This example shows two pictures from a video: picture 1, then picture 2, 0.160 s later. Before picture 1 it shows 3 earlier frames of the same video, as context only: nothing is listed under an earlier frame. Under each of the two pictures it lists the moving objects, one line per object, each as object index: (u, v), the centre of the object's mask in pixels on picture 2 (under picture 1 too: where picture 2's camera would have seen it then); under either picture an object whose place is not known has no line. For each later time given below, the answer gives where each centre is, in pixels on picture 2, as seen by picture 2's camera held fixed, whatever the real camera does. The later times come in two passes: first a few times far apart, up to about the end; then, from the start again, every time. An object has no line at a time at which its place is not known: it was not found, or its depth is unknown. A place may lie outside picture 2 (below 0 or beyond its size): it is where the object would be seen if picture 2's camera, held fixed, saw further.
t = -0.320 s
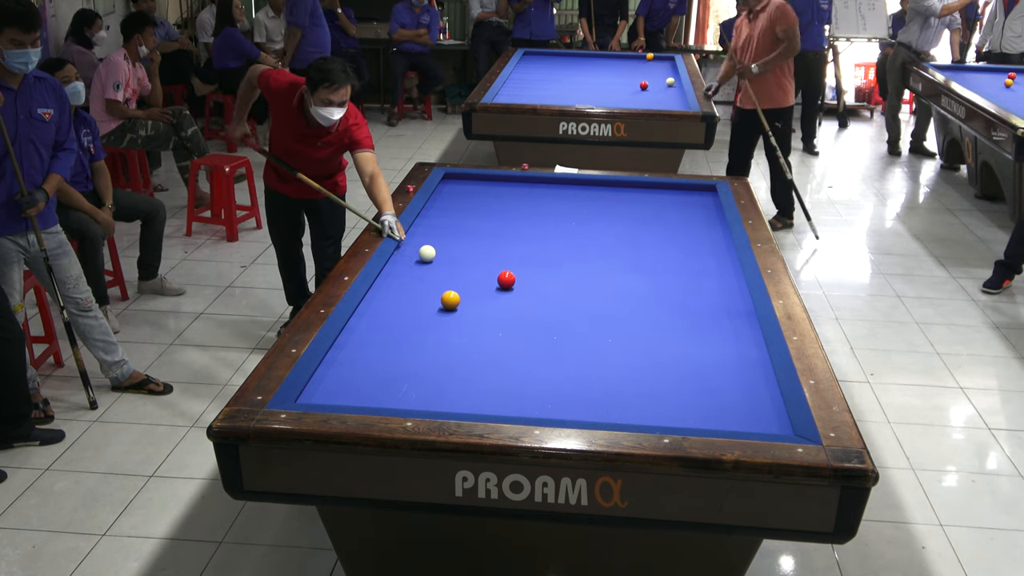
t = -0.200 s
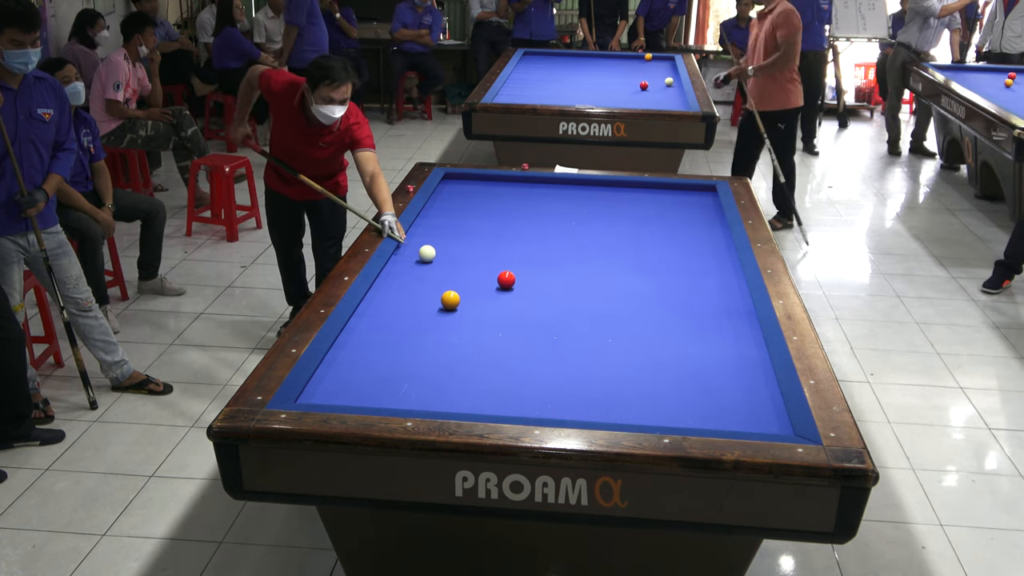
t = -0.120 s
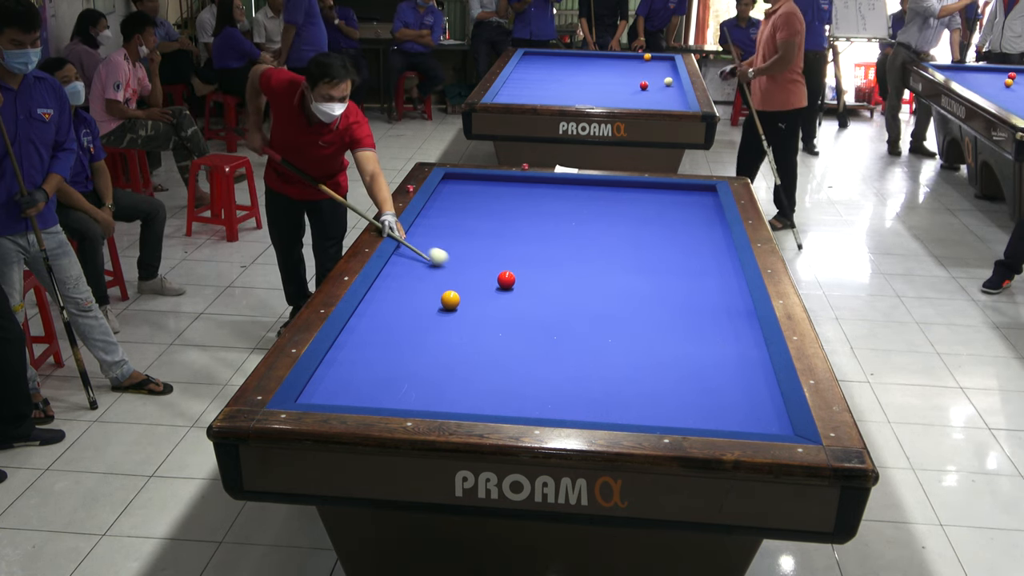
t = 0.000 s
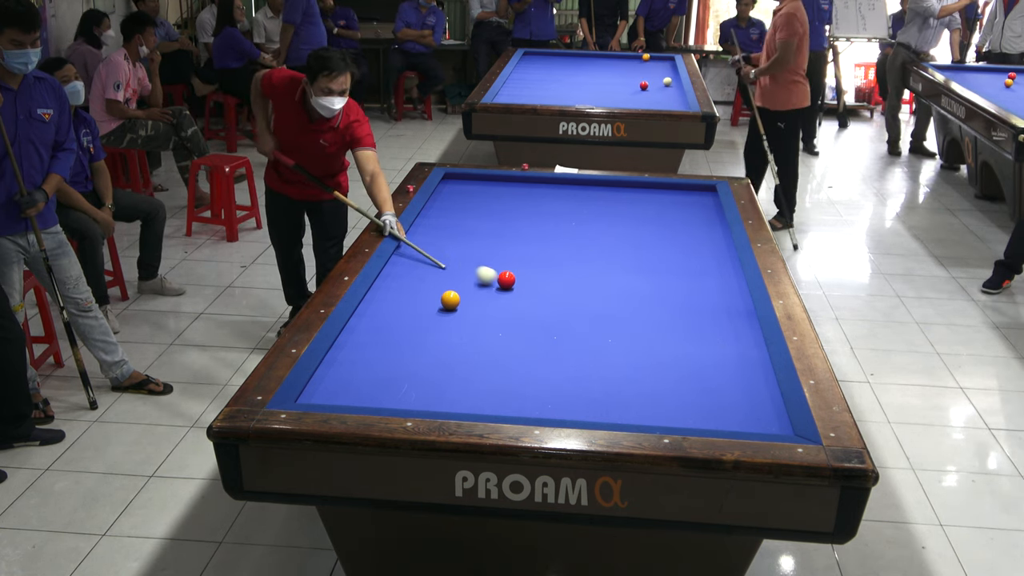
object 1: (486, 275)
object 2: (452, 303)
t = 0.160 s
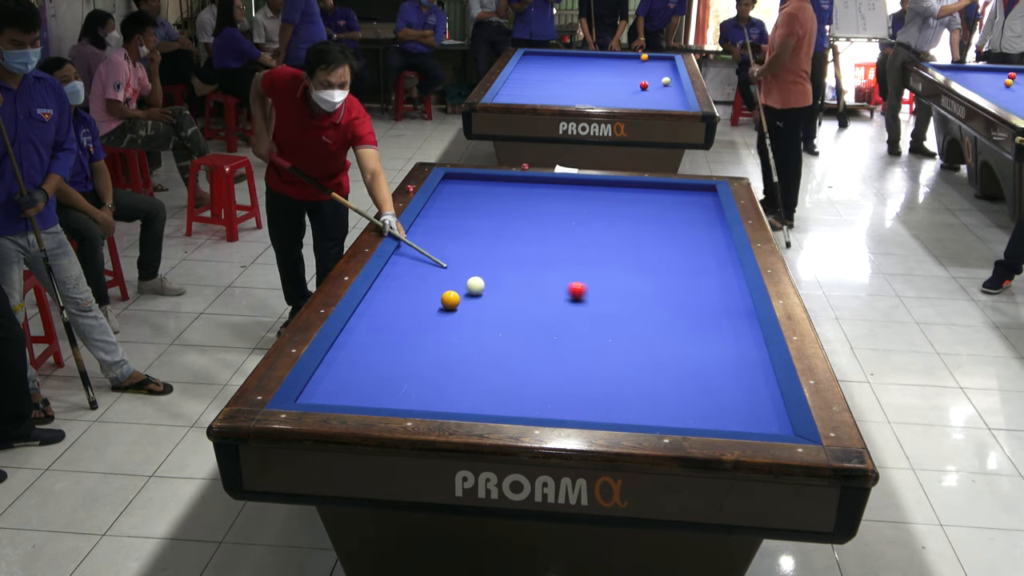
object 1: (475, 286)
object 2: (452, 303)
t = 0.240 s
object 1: (467, 289)
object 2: (452, 303)
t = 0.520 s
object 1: (445, 292)
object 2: (446, 307)
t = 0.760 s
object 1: (429, 296)
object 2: (440, 315)
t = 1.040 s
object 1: (411, 297)
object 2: (434, 324)
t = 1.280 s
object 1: (397, 298)
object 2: (428, 332)
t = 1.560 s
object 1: (381, 299)
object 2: (421, 341)
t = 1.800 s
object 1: (372, 299)
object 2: (416, 349)
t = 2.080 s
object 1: (379, 299)
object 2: (409, 357)
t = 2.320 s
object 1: (384, 299)
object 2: (404, 364)
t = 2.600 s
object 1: (389, 299)
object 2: (398, 372)
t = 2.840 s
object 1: (391, 299)
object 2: (393, 379)
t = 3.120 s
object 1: (394, 299)
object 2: (387, 386)
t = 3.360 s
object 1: (395, 298)
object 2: (382, 392)
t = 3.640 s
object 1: (395, 299)
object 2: (376, 397)
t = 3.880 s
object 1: (395, 298)
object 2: (372, 400)
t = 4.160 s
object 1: (395, 298)
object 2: (371, 399)
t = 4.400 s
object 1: (395, 298)
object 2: (371, 397)
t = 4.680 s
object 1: (395, 298)
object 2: (371, 396)
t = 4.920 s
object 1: (395, 298)
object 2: (370, 395)
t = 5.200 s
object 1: (395, 298)
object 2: (371, 394)
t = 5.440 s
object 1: (395, 298)
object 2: (371, 394)
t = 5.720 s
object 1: (395, 298)
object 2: (371, 394)
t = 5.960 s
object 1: (395, 299)
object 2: (371, 394)
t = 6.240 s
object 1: (395, 298)
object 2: (371, 394)
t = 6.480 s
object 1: (395, 298)
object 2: (371, 394)
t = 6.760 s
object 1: (395, 298)
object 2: (371, 394)
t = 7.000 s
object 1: (395, 298)
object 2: (371, 394)
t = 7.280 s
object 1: (395, 298)
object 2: (371, 394)
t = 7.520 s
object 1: (395, 298)
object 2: (371, 394)
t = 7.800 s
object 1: (395, 298)
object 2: (371, 394)
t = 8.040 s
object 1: (395, 298)
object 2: (371, 394)
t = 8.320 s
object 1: (395, 298)
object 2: (371, 394)
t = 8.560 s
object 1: (395, 298)
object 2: (371, 394)
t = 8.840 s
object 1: (395, 298)
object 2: (371, 394)
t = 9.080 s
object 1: (395, 298)
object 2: (371, 394)
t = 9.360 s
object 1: (395, 298)
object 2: (371, 394)
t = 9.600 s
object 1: (395, 298)
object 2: (371, 394)
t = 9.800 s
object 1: (395, 298)
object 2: (371, 394)
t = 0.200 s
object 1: (471, 288)
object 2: (452, 303)
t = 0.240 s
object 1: (467, 289)
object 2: (452, 303)
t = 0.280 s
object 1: (464, 290)
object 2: (452, 303)
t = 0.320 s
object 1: (461, 291)
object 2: (452, 303)
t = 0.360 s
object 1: (458, 291)
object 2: (450, 301)
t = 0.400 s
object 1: (455, 291)
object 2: (449, 303)
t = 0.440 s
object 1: (451, 291)
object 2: (448, 305)
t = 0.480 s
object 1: (448, 291)
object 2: (447, 306)
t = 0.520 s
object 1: (445, 292)
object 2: (446, 307)
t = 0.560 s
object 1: (442, 292)
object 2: (445, 308)
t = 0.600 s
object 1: (439, 293)
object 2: (444, 309)
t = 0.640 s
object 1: (437, 294)
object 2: (443, 311)
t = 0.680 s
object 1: (434, 294)
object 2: (442, 312)
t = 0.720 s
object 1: (432, 295)
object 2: (441, 313)
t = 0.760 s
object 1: (429, 296)
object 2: (440, 315)
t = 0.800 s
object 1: (426, 296)
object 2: (439, 316)
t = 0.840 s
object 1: (424, 296)
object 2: (438, 318)
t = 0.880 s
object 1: (421, 296)
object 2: (438, 319)
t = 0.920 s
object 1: (419, 296)
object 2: (437, 320)
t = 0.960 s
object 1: (416, 297)
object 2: (436, 322)
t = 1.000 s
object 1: (414, 297)
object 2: (435, 323)
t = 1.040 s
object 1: (411, 297)
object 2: (434, 324)
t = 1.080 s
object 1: (409, 297)
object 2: (433, 326)
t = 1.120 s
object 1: (406, 297)
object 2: (432, 327)
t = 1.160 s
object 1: (404, 297)
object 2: (431, 328)
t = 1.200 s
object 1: (402, 298)
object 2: (430, 329)
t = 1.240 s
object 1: (399, 298)
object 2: (429, 331)
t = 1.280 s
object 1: (397, 298)
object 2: (428, 332)
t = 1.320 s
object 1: (394, 298)
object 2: (427, 333)
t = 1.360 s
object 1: (392, 298)
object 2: (426, 335)
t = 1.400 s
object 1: (390, 298)
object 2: (425, 336)
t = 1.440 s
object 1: (388, 298)
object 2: (424, 337)
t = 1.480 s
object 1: (386, 298)
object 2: (423, 339)
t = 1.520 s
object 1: (383, 299)
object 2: (422, 340)
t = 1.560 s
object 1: (381, 299)
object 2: (421, 341)
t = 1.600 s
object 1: (379, 299)
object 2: (420, 343)
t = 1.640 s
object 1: (376, 299)
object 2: (419, 344)
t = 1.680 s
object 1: (374, 299)
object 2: (418, 345)
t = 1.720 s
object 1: (372, 299)
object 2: (417, 346)
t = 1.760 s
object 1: (371, 299)
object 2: (417, 348)
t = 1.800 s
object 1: (372, 299)
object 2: (416, 349)
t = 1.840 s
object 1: (373, 299)
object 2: (415, 350)
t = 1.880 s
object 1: (374, 299)
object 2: (414, 351)
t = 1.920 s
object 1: (375, 299)
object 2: (413, 352)
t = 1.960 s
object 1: (376, 299)
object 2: (412, 354)
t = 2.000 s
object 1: (377, 299)
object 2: (411, 355)
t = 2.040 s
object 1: (378, 299)
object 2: (410, 356)
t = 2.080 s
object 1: (379, 299)
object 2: (409, 357)
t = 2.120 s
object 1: (380, 299)
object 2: (409, 358)
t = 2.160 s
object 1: (381, 299)
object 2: (408, 359)
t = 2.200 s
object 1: (382, 299)
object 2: (407, 360)
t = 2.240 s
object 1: (382, 299)
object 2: (406, 361)
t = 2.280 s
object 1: (383, 299)
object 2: (405, 363)
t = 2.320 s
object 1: (384, 299)
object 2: (404, 364)
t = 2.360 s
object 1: (385, 299)
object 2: (403, 365)
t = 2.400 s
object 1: (385, 299)
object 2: (402, 366)
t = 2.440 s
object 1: (386, 299)
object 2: (401, 368)
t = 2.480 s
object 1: (387, 299)
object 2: (400, 369)
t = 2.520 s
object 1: (387, 299)
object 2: (400, 370)
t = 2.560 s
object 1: (388, 299)
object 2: (399, 371)
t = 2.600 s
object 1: (389, 299)
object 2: (398, 372)
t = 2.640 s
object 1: (389, 299)
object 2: (397, 373)
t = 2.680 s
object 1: (390, 299)
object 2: (396, 374)
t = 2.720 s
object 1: (390, 299)
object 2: (395, 375)
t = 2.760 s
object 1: (391, 299)
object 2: (394, 377)
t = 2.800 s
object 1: (391, 298)
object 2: (393, 378)
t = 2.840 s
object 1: (391, 299)
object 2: (393, 379)
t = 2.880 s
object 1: (392, 298)
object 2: (391, 380)
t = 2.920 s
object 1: (392, 299)
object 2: (391, 381)
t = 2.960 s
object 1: (393, 298)
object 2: (390, 382)
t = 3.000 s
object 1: (393, 298)
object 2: (389, 383)
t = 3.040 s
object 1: (393, 298)
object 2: (388, 384)
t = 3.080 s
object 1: (394, 298)
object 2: (387, 385)
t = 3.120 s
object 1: (394, 299)
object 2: (387, 386)
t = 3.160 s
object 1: (394, 299)
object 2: (386, 387)
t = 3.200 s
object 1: (394, 299)
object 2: (385, 389)
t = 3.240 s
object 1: (395, 298)
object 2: (384, 389)
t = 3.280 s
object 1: (395, 298)
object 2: (383, 391)
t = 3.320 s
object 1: (395, 298)
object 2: (382, 391)
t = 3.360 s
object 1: (395, 298)
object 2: (382, 392)
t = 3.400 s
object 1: (395, 299)
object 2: (381, 393)
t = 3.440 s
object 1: (395, 298)
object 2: (380, 394)
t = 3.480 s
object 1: (395, 298)
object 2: (379, 395)
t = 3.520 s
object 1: (395, 298)
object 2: (378, 396)
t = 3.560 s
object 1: (395, 299)
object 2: (378, 396)
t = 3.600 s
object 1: (395, 299)
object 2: (377, 397)
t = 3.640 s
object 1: (395, 299)
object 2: (376, 397)
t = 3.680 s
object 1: (395, 298)
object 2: (375, 398)
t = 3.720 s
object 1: (395, 298)
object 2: (375, 399)
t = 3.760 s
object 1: (395, 298)
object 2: (374, 399)
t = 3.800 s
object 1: (395, 298)
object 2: (373, 399)
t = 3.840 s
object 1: (395, 298)
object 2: (372, 400)
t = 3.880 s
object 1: (395, 298)
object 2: (372, 400)
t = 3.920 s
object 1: (395, 298)
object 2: (371, 400)
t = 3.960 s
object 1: (395, 298)
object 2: (371, 400)
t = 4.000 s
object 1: (395, 298)
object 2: (371, 400)
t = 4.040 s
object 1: (395, 298)
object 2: (371, 399)
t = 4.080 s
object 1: (395, 299)
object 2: (371, 399)
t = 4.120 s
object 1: (395, 298)
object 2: (371, 399)
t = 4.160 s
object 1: (395, 298)
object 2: (371, 399)
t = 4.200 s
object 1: (395, 298)
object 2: (371, 399)
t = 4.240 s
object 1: (395, 298)
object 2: (371, 399)
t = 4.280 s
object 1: (395, 298)
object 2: (371, 399)
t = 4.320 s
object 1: (395, 298)
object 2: (371, 398)
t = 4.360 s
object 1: (395, 298)
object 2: (371, 398)
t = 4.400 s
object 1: (395, 298)
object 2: (371, 397)
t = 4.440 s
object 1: (395, 298)
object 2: (371, 397)
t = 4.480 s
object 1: (395, 298)
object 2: (371, 397)
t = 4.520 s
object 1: (395, 298)
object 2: (371, 397)
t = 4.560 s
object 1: (395, 298)
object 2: (371, 397)
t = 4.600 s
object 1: (395, 298)
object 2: (371, 396)
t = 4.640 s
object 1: (395, 298)
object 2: (371, 396)
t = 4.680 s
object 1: (395, 298)
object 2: (371, 396)
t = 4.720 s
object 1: (395, 298)
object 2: (371, 396)
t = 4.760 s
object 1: (395, 298)
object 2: (371, 396)
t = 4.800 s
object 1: (395, 298)
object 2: (370, 396)
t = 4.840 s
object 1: (395, 298)
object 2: (370, 396)
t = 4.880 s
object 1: (395, 298)
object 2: (370, 395)
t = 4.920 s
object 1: (395, 298)
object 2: (370, 395)
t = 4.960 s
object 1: (395, 298)
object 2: (370, 395)
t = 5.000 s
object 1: (395, 298)
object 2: (370, 395)
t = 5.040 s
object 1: (395, 298)
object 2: (370, 395)
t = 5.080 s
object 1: (395, 298)
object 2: (370, 395)
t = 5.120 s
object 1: (395, 298)
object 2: (370, 395)
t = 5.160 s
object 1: (395, 298)
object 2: (371, 395)
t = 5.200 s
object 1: (395, 298)
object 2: (371, 394)
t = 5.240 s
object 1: (395, 298)
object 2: (371, 394)
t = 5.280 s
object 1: (395, 298)
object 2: (370, 394)
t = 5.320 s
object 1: (395, 298)
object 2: (371, 394)
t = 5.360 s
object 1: (395, 298)
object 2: (371, 394)
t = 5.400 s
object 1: (395, 298)
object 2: (371, 394)
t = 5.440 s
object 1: (395, 298)
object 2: (371, 394)
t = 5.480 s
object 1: (395, 298)
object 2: (371, 394)
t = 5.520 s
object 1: (395, 298)
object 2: (371, 394)
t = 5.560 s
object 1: (395, 298)
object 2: (371, 394)
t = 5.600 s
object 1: (395, 298)
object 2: (371, 394)
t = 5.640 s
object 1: (395, 298)
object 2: (371, 394)
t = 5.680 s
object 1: (395, 298)
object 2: (371, 394)
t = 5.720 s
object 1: (395, 298)
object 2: (371, 394)
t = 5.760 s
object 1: (395, 298)
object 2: (371, 394)
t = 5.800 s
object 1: (395, 298)
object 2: (371, 394)
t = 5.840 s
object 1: (395, 298)
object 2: (371, 394)
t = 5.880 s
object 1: (395, 298)
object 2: (371, 394)
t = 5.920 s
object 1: (395, 298)
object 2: (371, 394)
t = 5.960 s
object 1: (395, 299)
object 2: (371, 394)
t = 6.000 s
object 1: (395, 299)
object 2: (371, 394)
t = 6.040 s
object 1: (395, 298)
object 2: (371, 394)
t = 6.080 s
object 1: (395, 298)
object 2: (371, 394)
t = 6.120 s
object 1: (395, 298)
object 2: (371, 394)
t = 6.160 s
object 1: (395, 298)
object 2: (371, 394)
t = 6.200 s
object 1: (395, 298)
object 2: (371, 394)
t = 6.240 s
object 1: (395, 298)
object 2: (371, 394)
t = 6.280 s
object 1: (395, 298)
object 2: (371, 394)
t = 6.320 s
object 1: (395, 298)
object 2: (371, 394)
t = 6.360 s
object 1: (395, 298)
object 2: (371, 394)
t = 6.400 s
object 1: (395, 298)
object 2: (371, 394)
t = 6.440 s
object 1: (395, 298)
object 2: (371, 394)
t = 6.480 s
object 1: (395, 298)
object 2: (371, 394)
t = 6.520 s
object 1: (395, 299)
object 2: (371, 394)
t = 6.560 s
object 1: (395, 298)
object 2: (371, 394)
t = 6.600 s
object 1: (395, 298)
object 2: (371, 394)
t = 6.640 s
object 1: (395, 298)
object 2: (371, 394)
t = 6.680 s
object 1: (395, 298)
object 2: (371, 394)
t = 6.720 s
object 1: (395, 298)
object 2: (371, 394)
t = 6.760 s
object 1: (395, 298)
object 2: (371, 394)
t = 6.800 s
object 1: (395, 298)
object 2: (371, 394)
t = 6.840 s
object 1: (395, 298)
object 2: (371, 394)
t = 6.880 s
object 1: (395, 298)
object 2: (371, 394)
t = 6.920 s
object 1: (395, 298)
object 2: (371, 394)
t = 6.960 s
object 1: (395, 298)
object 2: (371, 394)
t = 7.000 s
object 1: (395, 298)
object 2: (371, 394)
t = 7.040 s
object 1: (395, 298)
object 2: (371, 394)
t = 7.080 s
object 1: (395, 298)
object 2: (371, 394)
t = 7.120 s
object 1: (395, 298)
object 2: (371, 394)
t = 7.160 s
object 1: (395, 298)
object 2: (371, 394)
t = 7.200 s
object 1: (395, 298)
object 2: (371, 394)
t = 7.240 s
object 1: (395, 298)
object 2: (371, 394)
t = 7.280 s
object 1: (395, 298)
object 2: (371, 394)
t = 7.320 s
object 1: (395, 298)
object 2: (371, 394)
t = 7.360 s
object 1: (395, 298)
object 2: (371, 394)
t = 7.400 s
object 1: (395, 298)
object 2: (371, 394)
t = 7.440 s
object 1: (395, 298)
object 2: (371, 394)
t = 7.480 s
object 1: (395, 298)
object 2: (371, 394)
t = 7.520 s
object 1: (395, 298)
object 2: (371, 394)
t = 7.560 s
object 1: (395, 298)
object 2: (371, 394)
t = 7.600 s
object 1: (395, 298)
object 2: (371, 394)
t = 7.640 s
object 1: (395, 298)
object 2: (371, 394)
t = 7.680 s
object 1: (395, 298)
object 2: (371, 394)
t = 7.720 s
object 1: (395, 298)
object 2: (371, 394)
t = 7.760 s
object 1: (395, 298)
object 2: (371, 394)
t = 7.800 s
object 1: (395, 298)
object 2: (371, 394)
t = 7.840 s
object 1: (395, 298)
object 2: (371, 394)
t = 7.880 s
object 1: (395, 298)
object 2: (371, 394)
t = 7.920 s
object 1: (395, 298)
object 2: (371, 394)
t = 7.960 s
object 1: (395, 298)
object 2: (371, 394)
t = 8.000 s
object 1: (395, 298)
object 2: (371, 394)
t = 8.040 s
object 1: (395, 298)
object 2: (371, 394)
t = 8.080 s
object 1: (395, 298)
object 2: (371, 394)
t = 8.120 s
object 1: (395, 298)
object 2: (371, 394)
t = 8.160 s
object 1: (395, 298)
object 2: (371, 394)
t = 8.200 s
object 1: (395, 298)
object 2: (371, 394)
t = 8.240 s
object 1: (395, 298)
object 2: (371, 394)
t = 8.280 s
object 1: (395, 298)
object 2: (371, 394)
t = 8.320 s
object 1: (395, 298)
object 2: (371, 394)
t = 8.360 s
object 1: (395, 298)
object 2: (371, 394)
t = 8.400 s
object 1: (395, 298)
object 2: (371, 394)
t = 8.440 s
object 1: (395, 298)
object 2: (371, 394)
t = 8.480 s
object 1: (395, 298)
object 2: (371, 394)
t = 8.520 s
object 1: (395, 298)
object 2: (371, 394)
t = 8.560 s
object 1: (395, 298)
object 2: (371, 394)
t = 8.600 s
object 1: (395, 298)
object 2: (371, 394)
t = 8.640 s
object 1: (395, 298)
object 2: (371, 394)
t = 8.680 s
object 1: (395, 298)
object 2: (371, 394)
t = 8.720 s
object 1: (395, 298)
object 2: (371, 394)
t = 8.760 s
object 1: (395, 298)
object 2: (371, 394)
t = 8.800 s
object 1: (395, 298)
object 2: (371, 394)
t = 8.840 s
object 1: (395, 298)
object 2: (371, 394)
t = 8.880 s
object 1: (395, 298)
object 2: (371, 394)
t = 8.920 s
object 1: (395, 298)
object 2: (371, 394)
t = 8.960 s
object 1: (395, 298)
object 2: (371, 394)
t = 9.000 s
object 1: (395, 298)
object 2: (371, 394)
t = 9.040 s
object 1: (395, 298)
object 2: (371, 394)
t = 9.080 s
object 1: (395, 298)
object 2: (371, 394)
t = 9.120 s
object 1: (395, 298)
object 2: (371, 394)
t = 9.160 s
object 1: (395, 298)
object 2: (371, 394)
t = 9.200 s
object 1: (395, 298)
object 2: (371, 394)
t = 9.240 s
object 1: (395, 298)
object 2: (371, 394)
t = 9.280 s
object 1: (395, 298)
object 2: (371, 394)
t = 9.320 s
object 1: (395, 298)
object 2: (371, 394)
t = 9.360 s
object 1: (395, 298)
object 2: (371, 394)
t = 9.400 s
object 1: (395, 298)
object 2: (371, 394)
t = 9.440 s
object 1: (395, 298)
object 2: (371, 394)
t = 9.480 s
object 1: (395, 298)
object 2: (371, 394)
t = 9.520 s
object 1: (395, 298)
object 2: (371, 394)
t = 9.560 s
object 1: (395, 298)
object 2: (371, 394)
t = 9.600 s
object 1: (395, 298)
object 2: (371, 394)
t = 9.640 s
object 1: (395, 298)
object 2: (371, 394)
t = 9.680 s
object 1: (395, 298)
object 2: (371, 394)
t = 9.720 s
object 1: (395, 298)
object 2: (371, 394)
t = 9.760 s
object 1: (395, 298)
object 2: (371, 394)
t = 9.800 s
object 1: (395, 298)
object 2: (371, 394)
